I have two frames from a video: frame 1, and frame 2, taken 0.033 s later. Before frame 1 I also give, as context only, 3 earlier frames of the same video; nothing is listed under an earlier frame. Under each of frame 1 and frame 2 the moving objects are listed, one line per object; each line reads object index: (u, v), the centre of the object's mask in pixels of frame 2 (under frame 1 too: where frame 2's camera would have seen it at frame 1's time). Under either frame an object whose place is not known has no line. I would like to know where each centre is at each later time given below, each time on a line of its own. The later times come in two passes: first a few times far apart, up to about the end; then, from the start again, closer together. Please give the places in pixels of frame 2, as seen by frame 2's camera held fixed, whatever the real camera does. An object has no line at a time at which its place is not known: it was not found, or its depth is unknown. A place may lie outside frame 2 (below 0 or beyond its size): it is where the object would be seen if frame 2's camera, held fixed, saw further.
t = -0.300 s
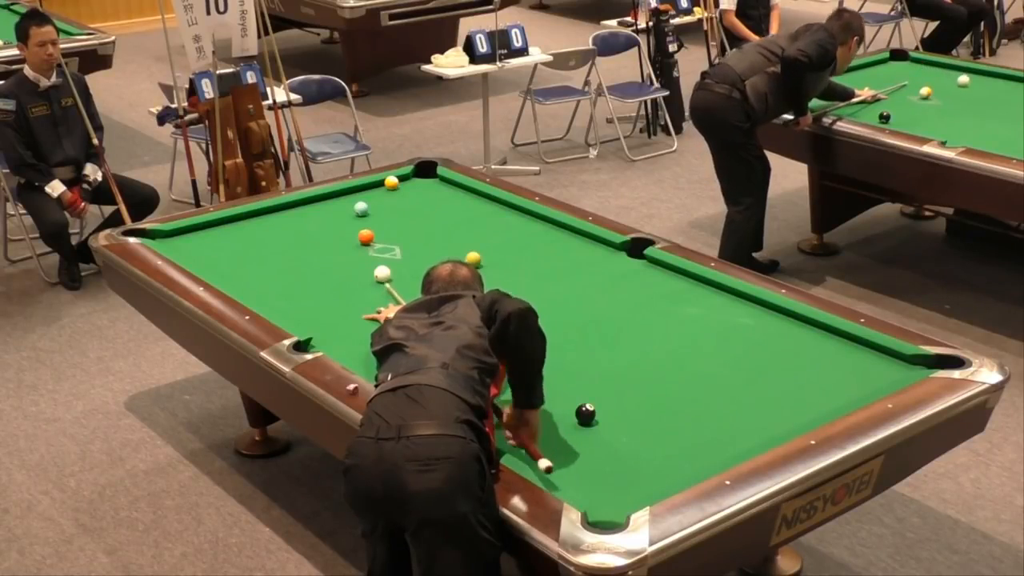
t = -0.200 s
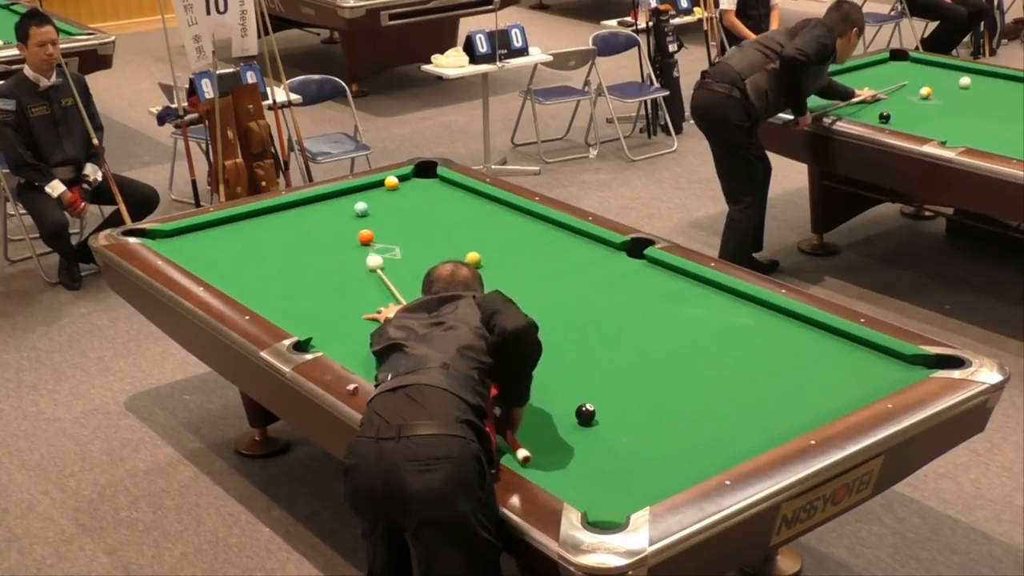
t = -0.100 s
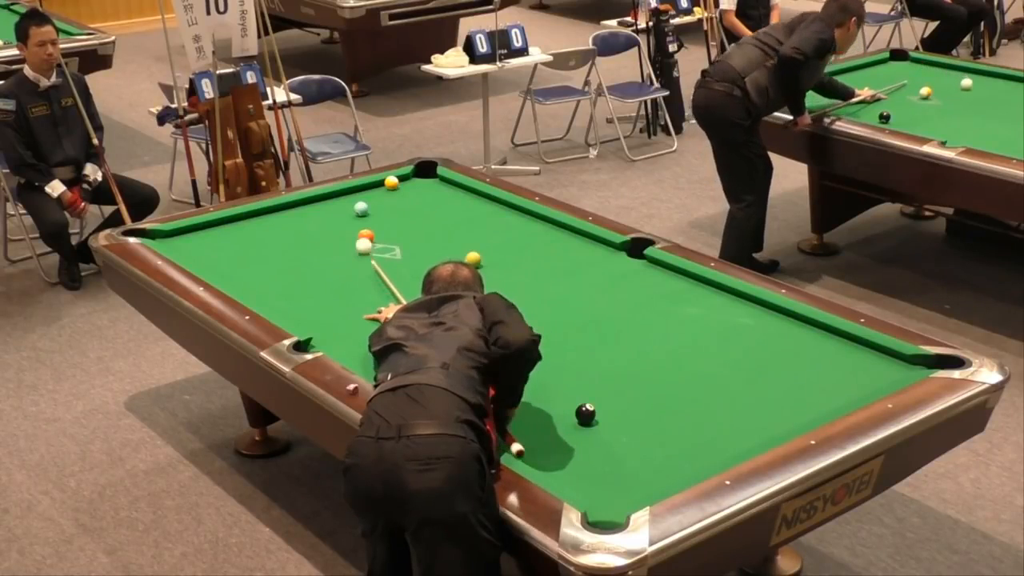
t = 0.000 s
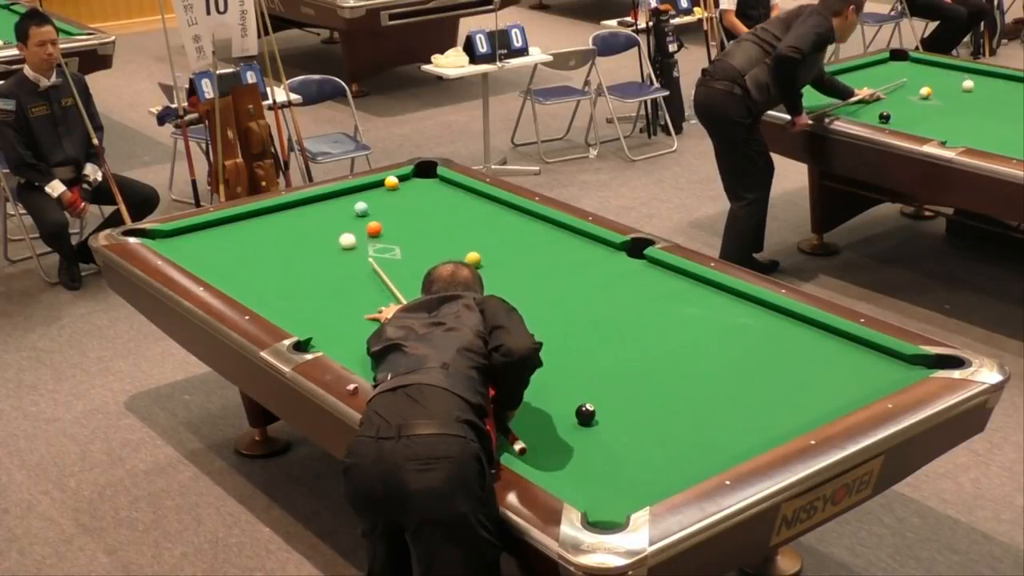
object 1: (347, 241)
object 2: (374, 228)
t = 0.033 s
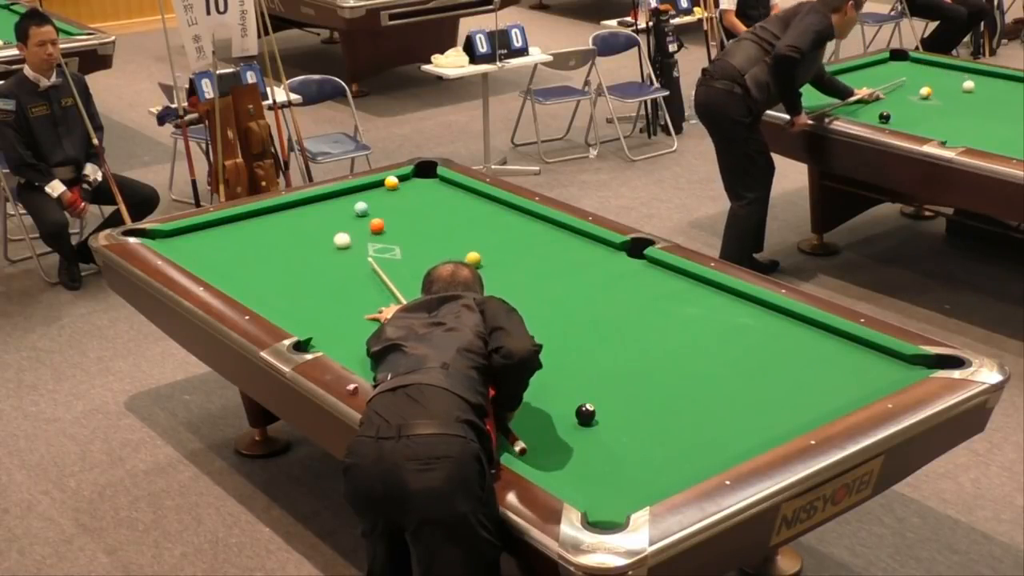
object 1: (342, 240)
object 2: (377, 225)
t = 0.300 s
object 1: (301, 236)
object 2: (396, 206)
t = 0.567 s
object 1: (262, 232)
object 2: (413, 188)
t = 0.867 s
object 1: (220, 228)
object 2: (430, 171)
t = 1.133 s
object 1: (195, 231)
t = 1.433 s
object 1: (178, 243)
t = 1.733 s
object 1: (186, 248)
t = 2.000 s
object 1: (205, 249)
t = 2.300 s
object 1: (226, 251)
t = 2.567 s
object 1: (242, 252)
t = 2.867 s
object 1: (259, 253)
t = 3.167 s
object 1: (274, 255)
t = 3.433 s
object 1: (286, 256)
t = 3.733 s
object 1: (298, 257)
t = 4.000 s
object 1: (307, 258)
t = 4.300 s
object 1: (315, 259)
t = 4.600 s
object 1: (321, 259)
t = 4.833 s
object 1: (322, 258)
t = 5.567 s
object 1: (335, 258)
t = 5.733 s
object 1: (330, 260)
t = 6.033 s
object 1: (330, 261)
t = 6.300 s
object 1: (330, 260)
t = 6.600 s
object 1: (330, 260)
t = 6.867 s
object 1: (330, 260)
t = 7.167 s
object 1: (330, 261)
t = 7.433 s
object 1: (330, 260)
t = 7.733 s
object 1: (330, 260)
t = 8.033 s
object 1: (330, 260)
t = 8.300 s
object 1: (330, 260)
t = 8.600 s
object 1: (330, 260)
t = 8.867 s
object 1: (330, 261)
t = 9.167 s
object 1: (330, 260)
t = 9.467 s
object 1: (330, 260)
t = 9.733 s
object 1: (330, 260)
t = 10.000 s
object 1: (330, 260)
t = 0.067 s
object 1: (336, 240)
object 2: (379, 222)
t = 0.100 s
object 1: (331, 239)
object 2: (382, 220)
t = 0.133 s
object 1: (326, 239)
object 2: (385, 217)
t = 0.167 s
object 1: (321, 238)
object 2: (387, 215)
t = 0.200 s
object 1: (316, 237)
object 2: (389, 212)
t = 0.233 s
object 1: (311, 237)
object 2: (392, 210)
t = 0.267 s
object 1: (306, 236)
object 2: (394, 208)
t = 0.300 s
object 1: (301, 236)
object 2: (396, 206)
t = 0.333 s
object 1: (296, 235)
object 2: (399, 203)
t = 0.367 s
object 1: (291, 235)
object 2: (401, 201)
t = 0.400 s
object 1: (286, 234)
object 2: (403, 198)
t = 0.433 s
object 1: (281, 234)
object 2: (405, 196)
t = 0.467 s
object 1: (276, 233)
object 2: (407, 194)
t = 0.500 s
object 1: (271, 233)
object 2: (410, 192)
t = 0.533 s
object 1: (267, 232)
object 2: (412, 190)
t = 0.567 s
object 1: (262, 232)
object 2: (413, 188)
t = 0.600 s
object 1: (257, 231)
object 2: (415, 186)
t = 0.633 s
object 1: (252, 231)
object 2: (417, 184)
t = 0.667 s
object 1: (248, 230)
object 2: (420, 182)
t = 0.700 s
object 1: (243, 230)
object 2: (421, 180)
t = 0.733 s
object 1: (238, 229)
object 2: (423, 177)
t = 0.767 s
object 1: (234, 229)
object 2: (425, 175)
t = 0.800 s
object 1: (229, 228)
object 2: (427, 174)
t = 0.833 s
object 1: (225, 228)
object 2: (428, 172)
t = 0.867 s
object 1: (220, 228)
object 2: (430, 171)
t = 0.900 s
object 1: (216, 227)
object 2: (431, 173)
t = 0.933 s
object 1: (212, 227)
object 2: (433, 175)
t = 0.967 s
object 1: (207, 226)
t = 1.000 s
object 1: (203, 226)
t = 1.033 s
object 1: (201, 227)
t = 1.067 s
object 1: (199, 228)
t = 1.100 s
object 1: (197, 230)
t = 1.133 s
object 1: (195, 231)
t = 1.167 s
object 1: (193, 232)
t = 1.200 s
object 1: (191, 233)
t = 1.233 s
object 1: (189, 235)
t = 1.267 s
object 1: (187, 236)
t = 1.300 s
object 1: (185, 237)
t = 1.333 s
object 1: (183, 239)
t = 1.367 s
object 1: (181, 240)
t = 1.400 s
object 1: (179, 241)
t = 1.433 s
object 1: (178, 243)
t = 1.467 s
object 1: (176, 243)
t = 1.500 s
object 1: (174, 244)
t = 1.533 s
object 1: (172, 245)
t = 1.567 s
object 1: (173, 245)
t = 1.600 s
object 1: (176, 246)
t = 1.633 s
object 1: (179, 247)
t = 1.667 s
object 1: (181, 247)
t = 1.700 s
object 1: (183, 247)
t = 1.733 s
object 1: (186, 248)
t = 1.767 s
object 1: (189, 248)
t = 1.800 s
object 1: (191, 248)
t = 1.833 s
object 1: (194, 248)
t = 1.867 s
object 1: (196, 249)
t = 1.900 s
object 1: (198, 249)
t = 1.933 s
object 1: (201, 249)
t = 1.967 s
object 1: (203, 249)
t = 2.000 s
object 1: (205, 249)
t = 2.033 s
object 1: (208, 249)
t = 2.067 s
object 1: (210, 250)
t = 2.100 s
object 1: (212, 250)
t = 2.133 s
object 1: (215, 250)
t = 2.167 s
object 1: (217, 250)
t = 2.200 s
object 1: (219, 250)
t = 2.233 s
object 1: (221, 250)
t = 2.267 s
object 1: (223, 251)
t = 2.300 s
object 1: (226, 251)
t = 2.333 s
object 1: (228, 251)
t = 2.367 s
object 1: (230, 251)
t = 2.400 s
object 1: (232, 251)
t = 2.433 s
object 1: (234, 251)
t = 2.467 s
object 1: (236, 252)
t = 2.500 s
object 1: (238, 252)
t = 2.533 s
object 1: (240, 252)
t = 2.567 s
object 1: (242, 252)
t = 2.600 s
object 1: (244, 252)
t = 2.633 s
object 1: (246, 253)
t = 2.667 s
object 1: (248, 253)
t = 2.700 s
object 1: (250, 253)
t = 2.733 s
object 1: (252, 253)
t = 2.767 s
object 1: (254, 253)
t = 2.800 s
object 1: (255, 253)
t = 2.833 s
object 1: (257, 253)
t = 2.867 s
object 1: (259, 253)
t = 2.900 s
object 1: (261, 254)
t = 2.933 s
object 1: (262, 254)
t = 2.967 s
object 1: (264, 254)
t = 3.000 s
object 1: (266, 254)
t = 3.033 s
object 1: (268, 254)
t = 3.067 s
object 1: (269, 254)
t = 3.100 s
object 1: (271, 255)
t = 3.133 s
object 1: (272, 255)
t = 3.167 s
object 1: (274, 255)
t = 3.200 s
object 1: (276, 255)
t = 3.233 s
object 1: (277, 255)
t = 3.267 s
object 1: (279, 255)
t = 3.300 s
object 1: (280, 255)
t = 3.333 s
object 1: (282, 255)
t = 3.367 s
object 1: (283, 256)
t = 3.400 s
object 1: (284, 256)
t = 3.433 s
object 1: (286, 256)
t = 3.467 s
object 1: (287, 256)
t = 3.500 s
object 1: (289, 256)
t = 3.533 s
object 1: (290, 256)
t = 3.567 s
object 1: (292, 256)
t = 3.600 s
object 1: (293, 256)
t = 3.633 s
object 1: (294, 257)
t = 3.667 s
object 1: (295, 257)
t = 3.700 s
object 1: (296, 257)
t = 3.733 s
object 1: (298, 257)
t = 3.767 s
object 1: (299, 257)
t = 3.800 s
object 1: (300, 257)
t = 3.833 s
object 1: (301, 257)
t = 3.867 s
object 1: (302, 258)
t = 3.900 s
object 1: (304, 258)
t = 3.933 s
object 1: (305, 258)
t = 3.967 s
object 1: (306, 258)
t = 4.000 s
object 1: (307, 258)
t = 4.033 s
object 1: (308, 258)
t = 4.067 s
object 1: (309, 258)
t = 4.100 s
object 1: (310, 258)
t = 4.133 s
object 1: (311, 258)
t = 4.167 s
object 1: (311, 259)
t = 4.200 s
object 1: (312, 259)
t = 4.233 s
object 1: (313, 259)
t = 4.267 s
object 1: (314, 259)
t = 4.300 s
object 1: (315, 259)
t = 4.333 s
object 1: (316, 259)
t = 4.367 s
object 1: (316, 259)
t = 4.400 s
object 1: (317, 259)
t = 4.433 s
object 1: (318, 259)
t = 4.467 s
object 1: (319, 259)
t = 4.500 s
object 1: (319, 259)
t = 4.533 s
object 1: (320, 259)
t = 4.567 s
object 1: (321, 259)
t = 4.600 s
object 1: (321, 259)
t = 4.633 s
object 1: (322, 260)
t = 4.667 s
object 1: (323, 260)
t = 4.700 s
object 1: (323, 260)
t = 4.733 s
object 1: (324, 260)
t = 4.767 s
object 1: (324, 260)
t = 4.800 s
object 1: (324, 260)
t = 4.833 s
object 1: (322, 258)
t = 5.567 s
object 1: (335, 258)
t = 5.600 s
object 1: (333, 259)
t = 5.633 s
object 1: (330, 260)
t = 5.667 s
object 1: (330, 260)
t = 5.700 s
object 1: (330, 260)
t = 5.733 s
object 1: (330, 260)
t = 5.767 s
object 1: (330, 260)
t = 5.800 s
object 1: (330, 260)
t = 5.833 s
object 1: (330, 260)
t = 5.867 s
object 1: (330, 260)
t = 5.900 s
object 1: (330, 260)
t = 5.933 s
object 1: (330, 260)
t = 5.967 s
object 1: (330, 260)
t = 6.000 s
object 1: (330, 260)
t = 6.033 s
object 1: (330, 261)
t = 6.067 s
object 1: (330, 261)
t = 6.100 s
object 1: (330, 260)
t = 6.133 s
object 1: (330, 261)
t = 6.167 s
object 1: (330, 261)
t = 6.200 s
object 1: (330, 260)
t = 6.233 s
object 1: (330, 261)
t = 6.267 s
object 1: (330, 261)
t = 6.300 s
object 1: (330, 260)
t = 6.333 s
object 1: (330, 260)
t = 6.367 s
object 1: (330, 260)
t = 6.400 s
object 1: (330, 260)
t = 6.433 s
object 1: (330, 260)
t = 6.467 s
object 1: (330, 260)
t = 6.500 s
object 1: (330, 260)
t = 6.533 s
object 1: (330, 260)
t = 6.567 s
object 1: (330, 261)
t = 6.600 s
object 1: (330, 260)
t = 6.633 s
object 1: (330, 260)
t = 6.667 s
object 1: (330, 260)
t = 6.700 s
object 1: (330, 260)
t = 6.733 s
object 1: (330, 260)
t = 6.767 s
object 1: (330, 260)
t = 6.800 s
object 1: (330, 260)
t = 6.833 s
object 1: (330, 260)
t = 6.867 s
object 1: (330, 260)
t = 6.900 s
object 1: (330, 261)
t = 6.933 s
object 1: (330, 261)
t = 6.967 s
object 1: (330, 260)
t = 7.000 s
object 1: (330, 261)
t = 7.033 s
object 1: (330, 261)
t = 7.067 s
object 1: (330, 261)
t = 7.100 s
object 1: (330, 261)
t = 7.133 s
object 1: (330, 261)
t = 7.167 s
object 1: (330, 261)
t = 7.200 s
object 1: (330, 261)
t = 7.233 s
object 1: (330, 261)
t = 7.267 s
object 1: (330, 260)
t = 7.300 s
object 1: (330, 260)
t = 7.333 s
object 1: (330, 260)
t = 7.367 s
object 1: (330, 260)
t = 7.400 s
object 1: (330, 260)
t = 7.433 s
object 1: (330, 260)
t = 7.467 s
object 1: (330, 260)
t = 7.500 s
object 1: (330, 260)
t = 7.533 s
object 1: (330, 260)
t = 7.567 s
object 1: (330, 260)
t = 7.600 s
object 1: (330, 260)
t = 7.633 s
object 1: (330, 260)
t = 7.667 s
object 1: (330, 260)
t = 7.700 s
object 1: (330, 260)
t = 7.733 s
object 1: (330, 260)
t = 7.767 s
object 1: (330, 260)
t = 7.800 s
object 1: (330, 260)
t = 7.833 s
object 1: (330, 260)
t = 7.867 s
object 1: (330, 260)
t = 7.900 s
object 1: (330, 260)
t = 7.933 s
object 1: (330, 260)
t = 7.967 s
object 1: (330, 260)
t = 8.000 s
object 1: (330, 260)
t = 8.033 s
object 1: (330, 260)
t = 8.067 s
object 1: (330, 260)
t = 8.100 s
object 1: (330, 260)
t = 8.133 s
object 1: (330, 260)
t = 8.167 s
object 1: (330, 260)
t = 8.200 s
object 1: (330, 260)
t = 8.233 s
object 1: (330, 260)
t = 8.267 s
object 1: (330, 260)
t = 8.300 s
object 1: (330, 260)
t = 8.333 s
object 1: (330, 260)
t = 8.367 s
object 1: (330, 260)
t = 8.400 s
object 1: (330, 261)
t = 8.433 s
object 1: (330, 260)
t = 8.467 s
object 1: (330, 261)
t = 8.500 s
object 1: (330, 261)
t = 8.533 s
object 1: (330, 261)
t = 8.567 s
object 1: (330, 261)
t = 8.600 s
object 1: (330, 260)
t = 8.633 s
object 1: (330, 261)
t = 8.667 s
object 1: (330, 260)
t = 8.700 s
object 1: (330, 260)
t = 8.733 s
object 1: (330, 261)
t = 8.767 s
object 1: (330, 261)
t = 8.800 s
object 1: (330, 261)
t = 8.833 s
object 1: (330, 261)
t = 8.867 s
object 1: (330, 261)
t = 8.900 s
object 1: (330, 261)
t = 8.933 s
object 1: (330, 260)
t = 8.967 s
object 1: (330, 261)
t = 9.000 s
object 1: (330, 260)
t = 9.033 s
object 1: (330, 260)
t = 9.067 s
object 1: (330, 260)
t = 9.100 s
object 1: (330, 260)
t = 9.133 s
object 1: (330, 260)
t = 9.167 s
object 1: (330, 260)
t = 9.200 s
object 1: (330, 260)
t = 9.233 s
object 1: (330, 260)
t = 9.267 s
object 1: (330, 260)
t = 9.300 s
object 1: (330, 260)
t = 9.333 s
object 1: (330, 260)
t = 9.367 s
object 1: (330, 260)
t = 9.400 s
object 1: (330, 260)
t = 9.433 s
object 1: (330, 260)
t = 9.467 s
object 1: (330, 260)
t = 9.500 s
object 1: (330, 260)
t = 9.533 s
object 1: (330, 260)
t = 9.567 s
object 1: (330, 260)
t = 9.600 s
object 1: (330, 260)
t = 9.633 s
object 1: (330, 260)
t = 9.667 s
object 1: (330, 260)
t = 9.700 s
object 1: (330, 260)
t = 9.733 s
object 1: (330, 260)
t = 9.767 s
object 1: (330, 260)
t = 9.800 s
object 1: (330, 260)
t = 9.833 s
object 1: (330, 260)
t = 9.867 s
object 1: (330, 260)
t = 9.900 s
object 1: (330, 260)
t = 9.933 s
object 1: (330, 260)
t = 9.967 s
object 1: (330, 260)
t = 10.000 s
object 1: (330, 260)
